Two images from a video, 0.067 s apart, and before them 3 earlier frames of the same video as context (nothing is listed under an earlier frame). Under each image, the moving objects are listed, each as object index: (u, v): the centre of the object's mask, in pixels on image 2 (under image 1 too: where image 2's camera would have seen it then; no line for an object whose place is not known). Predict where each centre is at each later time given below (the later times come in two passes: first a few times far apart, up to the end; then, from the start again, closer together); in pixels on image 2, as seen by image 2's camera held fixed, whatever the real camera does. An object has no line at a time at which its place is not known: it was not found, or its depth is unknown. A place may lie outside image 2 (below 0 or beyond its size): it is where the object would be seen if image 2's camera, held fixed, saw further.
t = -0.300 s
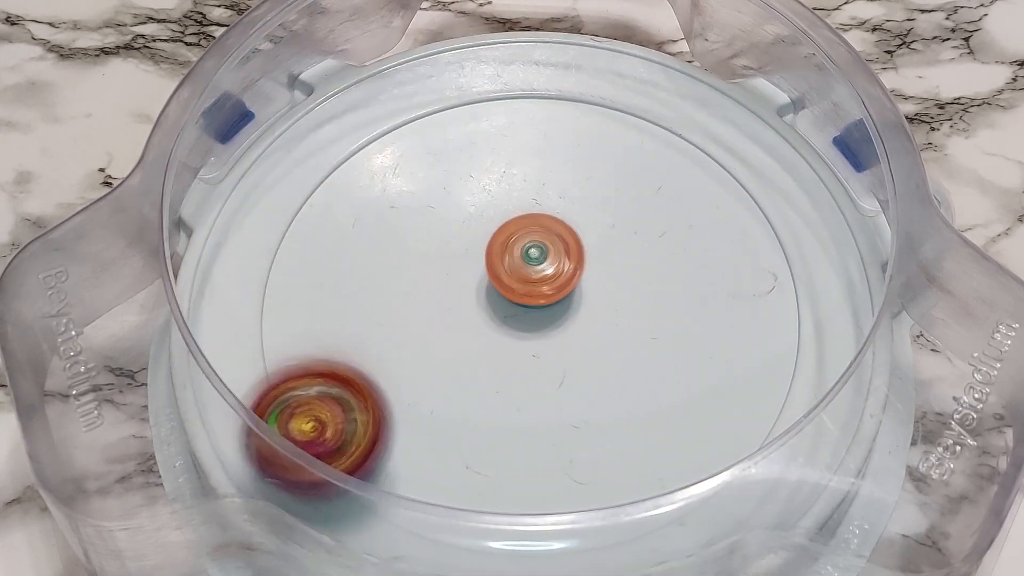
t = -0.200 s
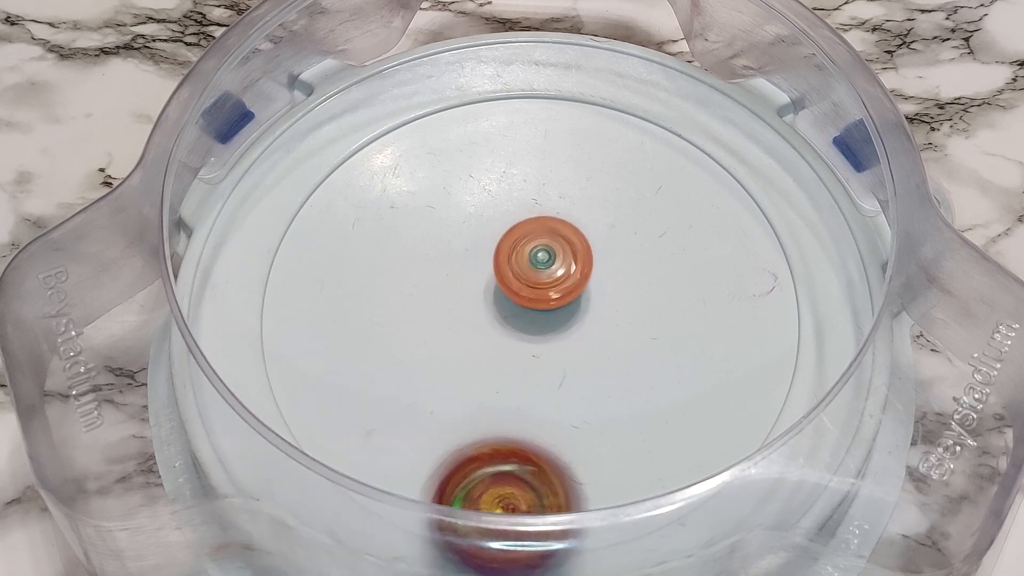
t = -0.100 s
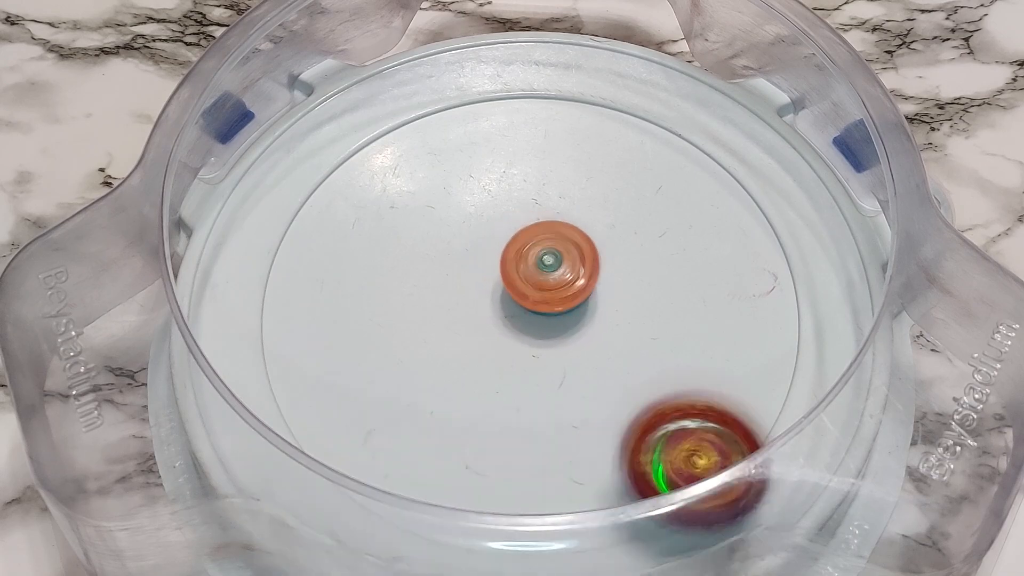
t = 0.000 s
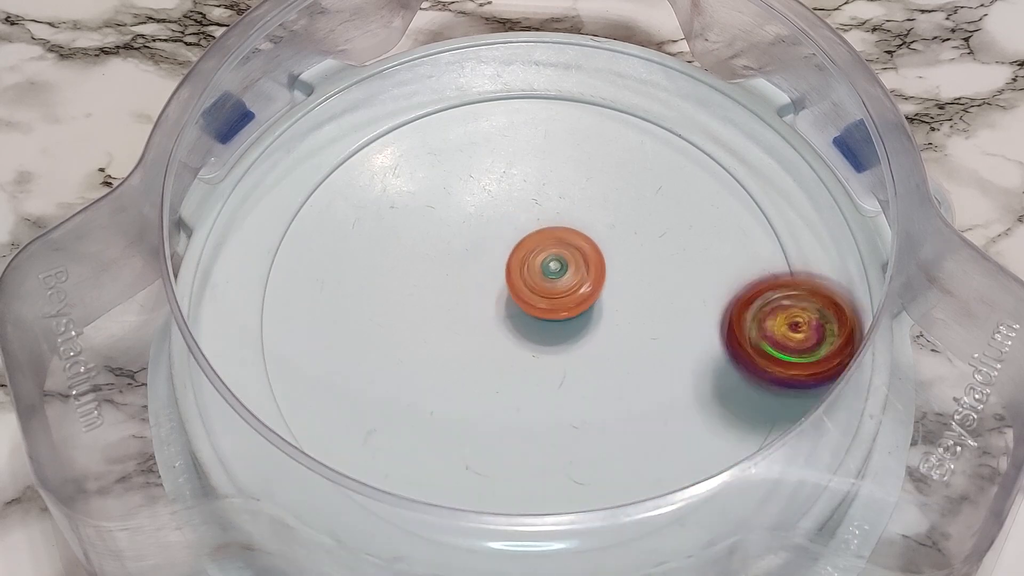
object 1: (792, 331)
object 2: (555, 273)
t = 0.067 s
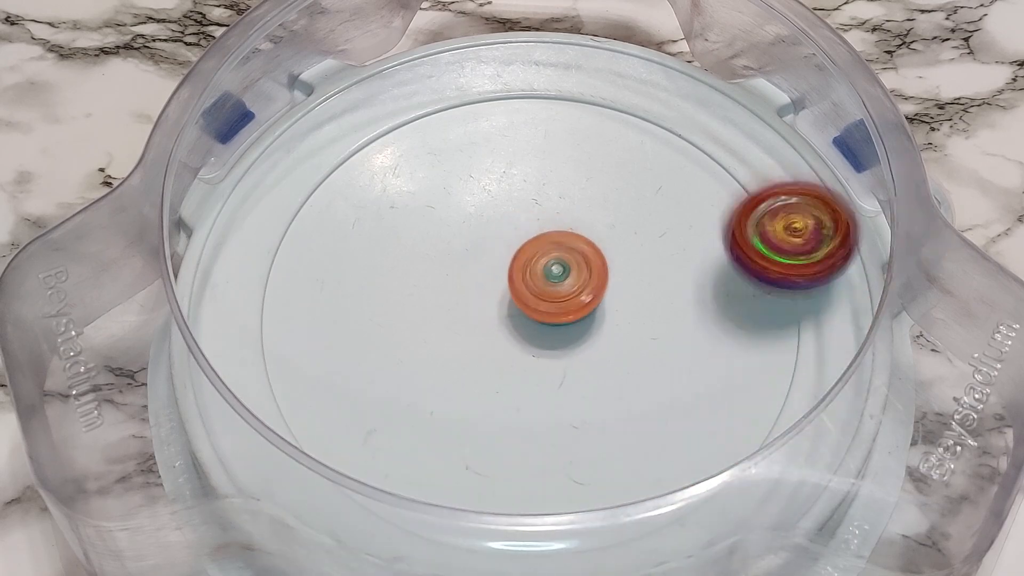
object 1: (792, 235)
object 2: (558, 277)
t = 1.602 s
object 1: (454, 502)
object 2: (503, 278)
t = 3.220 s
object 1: (273, 225)
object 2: (521, 311)
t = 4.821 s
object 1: (559, 63)
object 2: (541, 295)
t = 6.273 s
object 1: (590, 501)
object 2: (535, 274)
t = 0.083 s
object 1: (783, 211)
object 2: (559, 278)
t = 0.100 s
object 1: (774, 190)
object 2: (559, 280)
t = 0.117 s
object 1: (760, 169)
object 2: (559, 281)
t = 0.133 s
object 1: (745, 151)
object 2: (560, 282)
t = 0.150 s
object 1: (728, 132)
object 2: (560, 283)
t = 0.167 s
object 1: (708, 117)
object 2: (560, 284)
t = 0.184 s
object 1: (688, 102)
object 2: (560, 285)
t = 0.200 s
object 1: (665, 90)
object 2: (560, 286)
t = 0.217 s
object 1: (642, 79)
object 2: (560, 287)
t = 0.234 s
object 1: (616, 70)
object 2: (560, 288)
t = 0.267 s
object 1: (562, 60)
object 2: (560, 290)
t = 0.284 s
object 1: (536, 60)
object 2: (560, 292)
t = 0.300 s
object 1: (507, 60)
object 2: (559, 293)
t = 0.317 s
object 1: (479, 62)
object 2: (559, 294)
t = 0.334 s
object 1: (452, 68)
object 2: (559, 295)
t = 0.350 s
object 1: (424, 76)
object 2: (558, 296)
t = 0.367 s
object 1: (399, 87)
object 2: (557, 298)
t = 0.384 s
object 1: (375, 101)
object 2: (557, 298)
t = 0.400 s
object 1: (351, 116)
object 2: (557, 299)
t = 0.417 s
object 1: (330, 134)
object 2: (556, 301)
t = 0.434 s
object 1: (311, 154)
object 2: (554, 302)
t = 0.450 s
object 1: (294, 175)
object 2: (554, 303)
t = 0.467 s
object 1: (281, 200)
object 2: (553, 304)
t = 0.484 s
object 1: (272, 225)
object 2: (552, 305)
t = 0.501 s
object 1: (265, 251)
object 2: (551, 306)
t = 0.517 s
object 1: (262, 278)
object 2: (551, 306)
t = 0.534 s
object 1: (263, 307)
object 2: (549, 307)
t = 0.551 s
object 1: (270, 334)
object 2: (548, 308)
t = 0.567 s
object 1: (283, 359)
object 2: (547, 309)
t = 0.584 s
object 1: (300, 383)
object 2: (547, 309)
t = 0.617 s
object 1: (335, 433)
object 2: (544, 311)
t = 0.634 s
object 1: (358, 452)
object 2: (543, 311)
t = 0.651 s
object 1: (386, 469)
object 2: (542, 312)
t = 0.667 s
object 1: (418, 483)
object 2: (540, 312)
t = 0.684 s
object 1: (446, 495)
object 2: (539, 313)
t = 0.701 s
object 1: (479, 499)
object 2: (538, 313)
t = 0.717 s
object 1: (515, 507)
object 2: (537, 313)
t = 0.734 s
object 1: (552, 508)
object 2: (535, 314)
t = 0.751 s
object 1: (584, 499)
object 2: (534, 314)
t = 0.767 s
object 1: (617, 497)
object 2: (533, 314)
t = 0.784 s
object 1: (648, 485)
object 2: (532, 314)
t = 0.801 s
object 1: (678, 475)
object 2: (530, 315)
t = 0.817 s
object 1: (701, 455)
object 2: (529, 315)
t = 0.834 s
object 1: (727, 440)
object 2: (528, 315)
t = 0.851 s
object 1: (738, 409)
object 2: (526, 315)
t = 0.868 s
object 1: (758, 391)
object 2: (524, 315)
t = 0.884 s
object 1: (775, 370)
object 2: (523, 315)
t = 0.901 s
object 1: (788, 350)
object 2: (521, 315)
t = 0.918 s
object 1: (798, 325)
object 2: (519, 314)
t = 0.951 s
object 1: (802, 276)
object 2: (517, 314)
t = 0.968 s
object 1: (801, 252)
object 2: (515, 313)
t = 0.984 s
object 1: (794, 227)
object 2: (513, 313)
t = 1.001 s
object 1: (786, 204)
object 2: (513, 312)
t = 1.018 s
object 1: (771, 181)
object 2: (511, 312)
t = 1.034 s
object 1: (758, 162)
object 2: (510, 311)
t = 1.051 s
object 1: (740, 141)
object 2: (509, 311)
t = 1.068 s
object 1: (721, 124)
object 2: (508, 310)
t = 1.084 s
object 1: (699, 109)
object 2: (507, 309)
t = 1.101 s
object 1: (677, 95)
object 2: (506, 309)
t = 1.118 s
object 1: (652, 85)
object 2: (506, 308)
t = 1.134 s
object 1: (626, 75)
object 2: (505, 307)
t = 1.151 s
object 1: (598, 68)
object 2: (504, 306)
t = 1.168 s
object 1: (573, 64)
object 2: (504, 306)
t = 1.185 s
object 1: (545, 61)
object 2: (503, 305)
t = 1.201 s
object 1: (519, 62)
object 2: (502, 304)
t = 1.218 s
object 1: (489, 64)
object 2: (502, 303)
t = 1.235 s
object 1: (464, 70)
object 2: (502, 301)
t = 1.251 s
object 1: (436, 76)
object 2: (501, 300)
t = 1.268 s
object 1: (412, 87)
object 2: (501, 299)
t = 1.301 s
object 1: (364, 112)
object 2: (501, 297)
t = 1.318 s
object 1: (344, 128)
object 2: (501, 296)
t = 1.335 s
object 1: (323, 147)
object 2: (501, 294)
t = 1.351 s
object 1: (306, 166)
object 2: (502, 293)
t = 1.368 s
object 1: (291, 188)
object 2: (502, 292)
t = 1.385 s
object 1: (280, 211)
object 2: (502, 291)
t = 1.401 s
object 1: (271, 237)
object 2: (503, 290)
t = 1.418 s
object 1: (264, 262)
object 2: (502, 289)
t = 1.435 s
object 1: (263, 289)
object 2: (502, 288)
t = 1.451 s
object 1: (265, 317)
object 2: (502, 287)
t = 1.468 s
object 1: (274, 343)
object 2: (502, 286)
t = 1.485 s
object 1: (286, 366)
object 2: (502, 284)
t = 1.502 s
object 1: (303, 391)
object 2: (502, 284)
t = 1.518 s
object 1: (315, 420)
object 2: (502, 283)
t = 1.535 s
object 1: (338, 442)
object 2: (503, 282)
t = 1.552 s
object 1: (364, 460)
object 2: (502, 281)
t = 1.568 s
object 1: (390, 479)
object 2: (503, 280)
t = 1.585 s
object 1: (422, 492)
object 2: (504, 279)
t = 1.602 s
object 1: (454, 502)
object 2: (503, 278)
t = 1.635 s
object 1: (525, 511)
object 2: (506, 277)
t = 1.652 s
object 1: (562, 509)
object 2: (506, 276)
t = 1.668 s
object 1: (598, 504)
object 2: (506, 276)
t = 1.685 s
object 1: (630, 491)
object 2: (508, 275)
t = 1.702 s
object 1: (662, 485)
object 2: (509, 274)
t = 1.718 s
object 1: (690, 465)
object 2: (509, 273)
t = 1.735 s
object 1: (719, 450)
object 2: (510, 273)
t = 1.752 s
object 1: (738, 426)
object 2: (512, 272)
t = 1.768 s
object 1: (751, 398)
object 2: (512, 272)
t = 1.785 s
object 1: (768, 378)
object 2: (513, 272)
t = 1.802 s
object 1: (785, 353)
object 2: (514, 271)
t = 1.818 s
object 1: (793, 332)
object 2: (515, 270)
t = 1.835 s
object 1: (799, 306)
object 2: (516, 270)
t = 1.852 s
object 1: (801, 282)
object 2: (517, 270)
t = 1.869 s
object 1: (796, 256)
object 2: (519, 269)
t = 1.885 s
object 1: (793, 232)
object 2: (519, 269)
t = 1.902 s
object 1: (782, 209)
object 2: (521, 270)
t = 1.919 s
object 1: (771, 186)
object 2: (522, 269)
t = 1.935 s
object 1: (757, 169)
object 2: (523, 269)
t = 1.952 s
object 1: (741, 148)
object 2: (524, 269)
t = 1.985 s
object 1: (702, 116)
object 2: (526, 269)
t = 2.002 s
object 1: (682, 102)
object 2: (528, 269)
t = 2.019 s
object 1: (658, 92)
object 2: (529, 269)
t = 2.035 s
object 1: (633, 80)
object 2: (530, 269)
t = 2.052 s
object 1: (610, 74)
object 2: (531, 269)
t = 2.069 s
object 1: (584, 66)
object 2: (532, 270)
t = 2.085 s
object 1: (559, 65)
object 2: (534, 269)
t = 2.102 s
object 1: (531, 63)
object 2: (533, 270)
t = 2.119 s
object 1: (506, 64)
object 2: (535, 271)
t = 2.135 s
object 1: (478, 66)
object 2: (536, 271)
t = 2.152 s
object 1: (452, 71)
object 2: (536, 271)
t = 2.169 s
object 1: (426, 78)
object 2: (537, 272)
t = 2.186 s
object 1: (403, 91)
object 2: (539, 273)
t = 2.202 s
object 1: (379, 102)
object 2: (539, 273)
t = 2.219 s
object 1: (356, 116)
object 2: (540, 274)
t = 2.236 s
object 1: (335, 132)
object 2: (541, 275)
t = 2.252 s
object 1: (315, 151)
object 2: (541, 275)
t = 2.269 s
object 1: (298, 170)
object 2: (542, 276)
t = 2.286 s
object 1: (283, 192)
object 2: (543, 277)
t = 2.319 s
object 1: (266, 241)
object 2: (543, 279)
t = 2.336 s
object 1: (260, 267)
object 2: (544, 280)
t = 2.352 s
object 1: (260, 295)
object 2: (545, 280)
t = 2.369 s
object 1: (263, 322)
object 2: (545, 281)
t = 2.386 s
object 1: (274, 350)
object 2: (545, 282)
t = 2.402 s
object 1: (287, 373)
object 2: (546, 282)
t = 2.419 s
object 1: (300, 401)
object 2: (546, 284)
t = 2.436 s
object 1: (321, 424)
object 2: (546, 284)
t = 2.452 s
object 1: (344, 446)
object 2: (547, 285)
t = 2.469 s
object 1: (370, 465)
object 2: (547, 286)
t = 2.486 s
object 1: (402, 480)
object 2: (547, 287)
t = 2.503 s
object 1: (432, 494)
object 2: (548, 288)
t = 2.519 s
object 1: (467, 501)
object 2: (548, 289)
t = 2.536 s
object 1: (501, 508)
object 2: (547, 290)
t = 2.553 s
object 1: (536, 507)
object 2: (548, 291)
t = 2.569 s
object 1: (573, 506)
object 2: (548, 292)
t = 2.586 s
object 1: (605, 497)
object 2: (547, 294)
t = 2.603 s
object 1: (638, 487)
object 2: (548, 295)
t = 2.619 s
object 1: (668, 477)
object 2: (547, 296)
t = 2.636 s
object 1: (693, 458)
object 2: (547, 297)
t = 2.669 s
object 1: (729, 415)
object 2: (547, 299)
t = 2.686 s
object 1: (750, 395)
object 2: (546, 300)
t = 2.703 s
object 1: (768, 377)
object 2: (546, 301)
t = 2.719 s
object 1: (781, 354)
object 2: (545, 302)
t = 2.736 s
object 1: (793, 330)
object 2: (545, 303)
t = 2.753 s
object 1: (797, 309)
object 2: (544, 304)
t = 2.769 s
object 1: (798, 283)
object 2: (544, 305)
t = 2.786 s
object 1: (798, 258)
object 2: (543, 306)
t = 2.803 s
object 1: (791, 237)
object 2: (542, 307)
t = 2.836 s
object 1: (774, 190)
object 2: (540, 308)
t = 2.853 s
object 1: (760, 171)
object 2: (540, 309)
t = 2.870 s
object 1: (745, 150)
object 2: (539, 309)
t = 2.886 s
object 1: (728, 133)
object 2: (538, 310)
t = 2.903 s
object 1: (707, 117)
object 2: (537, 310)
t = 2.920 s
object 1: (687, 103)
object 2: (537, 311)
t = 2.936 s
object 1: (663, 92)
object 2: (535, 311)
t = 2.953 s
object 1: (638, 80)
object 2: (534, 312)
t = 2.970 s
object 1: (615, 72)
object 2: (534, 312)
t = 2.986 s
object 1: (587, 67)
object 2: (533, 312)
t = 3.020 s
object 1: (535, 62)
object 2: (531, 313)
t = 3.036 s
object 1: (506, 61)
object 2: (530, 313)
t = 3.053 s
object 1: (479, 65)
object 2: (529, 313)
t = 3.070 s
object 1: (452, 70)
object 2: (529, 313)
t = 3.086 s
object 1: (426, 78)
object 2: (527, 313)
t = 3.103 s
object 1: (401, 90)
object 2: (526, 313)
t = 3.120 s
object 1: (376, 101)
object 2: (526, 313)
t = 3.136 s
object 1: (353, 118)
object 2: (525, 313)
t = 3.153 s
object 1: (332, 134)
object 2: (524, 313)
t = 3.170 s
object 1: (313, 155)
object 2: (524, 312)
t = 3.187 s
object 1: (296, 176)
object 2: (523, 312)
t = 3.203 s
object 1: (283, 199)
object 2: (522, 312)
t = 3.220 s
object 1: (273, 225)
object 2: (521, 311)
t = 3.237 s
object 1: (267, 250)
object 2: (520, 311)
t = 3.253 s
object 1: (264, 278)
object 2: (519, 311)
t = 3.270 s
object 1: (264, 305)
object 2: (519, 310)
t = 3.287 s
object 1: (269, 332)
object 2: (518, 309)
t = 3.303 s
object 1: (281, 358)
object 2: (517, 309)
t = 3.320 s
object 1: (298, 382)
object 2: (517, 308)
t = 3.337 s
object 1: (310, 409)
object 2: (516, 308)
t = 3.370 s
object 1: (356, 451)
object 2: (515, 306)
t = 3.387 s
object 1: (384, 467)
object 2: (515, 305)
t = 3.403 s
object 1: (412, 484)
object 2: (514, 305)
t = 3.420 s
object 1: (444, 496)
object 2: (515, 304)
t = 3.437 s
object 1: (478, 502)
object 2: (514, 303)
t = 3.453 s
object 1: (512, 509)
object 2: (514, 302)
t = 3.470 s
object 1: (546, 508)
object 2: (514, 301)
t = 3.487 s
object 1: (583, 500)
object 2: (513, 300)
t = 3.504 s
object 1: (612, 497)
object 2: (514, 299)
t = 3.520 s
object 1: (643, 486)
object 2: (514, 299)
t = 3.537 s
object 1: (673, 473)
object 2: (513, 298)
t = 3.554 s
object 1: (699, 462)
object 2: (514, 297)
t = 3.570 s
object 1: (722, 440)
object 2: (514, 296)
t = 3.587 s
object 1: (744, 419)
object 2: (514, 294)
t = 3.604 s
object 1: (753, 396)
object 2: (515, 293)
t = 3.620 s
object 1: (769, 374)
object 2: (515, 292)
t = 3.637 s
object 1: (785, 351)
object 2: (515, 291)
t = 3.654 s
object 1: (795, 331)
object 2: (516, 290)
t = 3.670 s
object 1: (799, 306)
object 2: (516, 289)
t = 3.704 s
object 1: (799, 257)
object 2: (516, 287)
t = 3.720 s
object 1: (793, 232)
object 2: (515, 286)
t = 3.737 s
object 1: (783, 208)
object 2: (515, 285)
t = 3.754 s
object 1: (773, 187)
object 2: (516, 284)
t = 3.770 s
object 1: (758, 168)
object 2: (516, 283)
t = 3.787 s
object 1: (740, 147)
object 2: (516, 282)
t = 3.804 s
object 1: (724, 130)
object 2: (517, 282)
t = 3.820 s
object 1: (703, 114)
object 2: (516, 281)
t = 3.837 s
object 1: (680, 100)
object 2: (517, 280)
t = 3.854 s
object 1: (658, 88)
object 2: (518, 280)
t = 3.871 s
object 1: (632, 80)
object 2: (518, 279)
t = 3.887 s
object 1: (606, 71)
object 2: (518, 278)
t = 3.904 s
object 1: (580, 65)
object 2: (520, 277)
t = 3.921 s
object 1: (555, 64)
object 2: (519, 277)
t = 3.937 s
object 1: (525, 62)
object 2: (520, 277)
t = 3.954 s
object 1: (500, 64)
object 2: (521, 276)
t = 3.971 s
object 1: (473, 68)
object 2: (521, 275)
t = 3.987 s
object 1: (446, 72)
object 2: (522, 275)
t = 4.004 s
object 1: (422, 83)
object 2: (524, 274)
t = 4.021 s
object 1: (398, 94)
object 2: (524, 274)
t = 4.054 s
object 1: (352, 121)
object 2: (526, 273)
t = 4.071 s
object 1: (330, 137)
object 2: (526, 273)
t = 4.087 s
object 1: (312, 157)
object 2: (528, 273)
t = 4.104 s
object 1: (297, 177)
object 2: (528, 272)
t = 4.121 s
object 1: (284, 199)
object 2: (529, 273)
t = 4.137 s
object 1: (273, 224)
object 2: (531, 273)
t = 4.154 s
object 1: (267, 249)
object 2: (531, 273)
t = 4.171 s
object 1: (264, 276)
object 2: (532, 273)
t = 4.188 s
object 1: (263, 302)
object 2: (534, 273)
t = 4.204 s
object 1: (268, 329)
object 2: (534, 273)
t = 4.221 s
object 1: (280, 355)
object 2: (534, 274)
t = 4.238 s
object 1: (293, 377)
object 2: (536, 273)
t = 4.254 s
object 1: (306, 405)
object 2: (536, 274)
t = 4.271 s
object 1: (336, 419)
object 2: (537, 275)
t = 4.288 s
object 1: (349, 450)
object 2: (538, 274)
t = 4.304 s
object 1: (379, 466)
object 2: (538, 275)
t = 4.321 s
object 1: (407, 483)
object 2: (539, 276)
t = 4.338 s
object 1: (436, 494)
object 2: (540, 275)
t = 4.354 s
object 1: (472, 500)
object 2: (540, 276)
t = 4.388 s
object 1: (541, 509)
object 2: (541, 277)
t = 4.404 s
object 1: (612, 496)
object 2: (543, 278)
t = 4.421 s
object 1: (641, 491)
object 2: (542, 279)
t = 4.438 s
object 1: (669, 474)
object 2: (543, 280)
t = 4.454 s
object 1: (697, 456)
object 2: (543, 280)
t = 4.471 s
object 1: (723, 442)
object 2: (543, 281)
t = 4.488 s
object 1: (742, 422)
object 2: (543, 282)
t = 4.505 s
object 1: (753, 393)
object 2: (544, 282)
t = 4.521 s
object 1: (775, 375)
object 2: (543, 283)
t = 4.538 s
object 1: (785, 352)
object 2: (544, 283)
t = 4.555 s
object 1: (793, 330)
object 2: (544, 284)
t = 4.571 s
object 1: (798, 304)
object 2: (543, 285)
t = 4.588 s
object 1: (800, 279)
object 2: (544, 285)
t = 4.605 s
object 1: (796, 258)
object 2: (544, 286)
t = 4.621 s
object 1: (791, 232)
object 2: (544, 287)
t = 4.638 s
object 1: (782, 209)
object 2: (544, 288)
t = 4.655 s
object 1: (772, 188)
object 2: (544, 289)
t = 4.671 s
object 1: (758, 169)
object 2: (544, 290)
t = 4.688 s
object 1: (741, 150)
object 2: (544, 290)
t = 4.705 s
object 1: (724, 132)
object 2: (543, 291)
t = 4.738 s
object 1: (685, 104)
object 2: (543, 292)
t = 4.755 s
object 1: (661, 92)
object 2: (542, 293)
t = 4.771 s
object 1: (636, 81)
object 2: (543, 293)
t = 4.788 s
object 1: (613, 75)
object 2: (542, 294)
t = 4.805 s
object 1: (587, 69)
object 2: (541, 295)
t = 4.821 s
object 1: (559, 63)
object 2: (541, 295)
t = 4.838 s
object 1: (535, 63)
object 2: (540, 296)
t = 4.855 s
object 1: (509, 64)
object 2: (541, 296)
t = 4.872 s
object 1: (481, 65)
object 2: (540, 297)
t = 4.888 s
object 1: (457, 71)
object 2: (539, 297)
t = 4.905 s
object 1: (432, 79)
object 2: (539, 297)
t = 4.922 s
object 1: (407, 89)
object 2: (538, 298)
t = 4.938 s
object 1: (382, 99)
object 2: (537, 298)
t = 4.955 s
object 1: (360, 113)
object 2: (537, 299)
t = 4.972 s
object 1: (339, 129)
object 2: (536, 299)
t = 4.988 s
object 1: (320, 147)
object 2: (536, 299)
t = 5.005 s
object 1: (303, 166)
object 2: (535, 300)
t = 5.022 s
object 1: (289, 189)
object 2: (534, 300)
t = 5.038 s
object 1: (277, 211)
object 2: (533, 300)
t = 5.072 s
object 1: (264, 263)
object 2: (531, 301)
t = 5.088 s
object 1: (263, 289)
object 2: (531, 301)
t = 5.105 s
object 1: (265, 316)
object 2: (530, 301)
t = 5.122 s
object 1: (273, 343)
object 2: (529, 301)
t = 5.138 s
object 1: (287, 367)
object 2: (529, 301)
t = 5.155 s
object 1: (304, 389)
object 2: (528, 301)
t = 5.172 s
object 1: (324, 410)
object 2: (528, 300)
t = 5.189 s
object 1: (341, 438)
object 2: (527, 300)
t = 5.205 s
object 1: (365, 459)
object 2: (526, 300)
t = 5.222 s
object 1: (393, 476)
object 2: (526, 300)
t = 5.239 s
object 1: (420, 488)
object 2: (525, 300)
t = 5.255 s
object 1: (456, 496)
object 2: (524, 299)
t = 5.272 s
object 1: (488, 505)
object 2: (524, 299)
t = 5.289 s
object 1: (521, 508)
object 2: (523, 299)
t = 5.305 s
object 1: (555, 506)
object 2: (523, 298)
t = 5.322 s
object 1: (590, 496)
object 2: (522, 298)
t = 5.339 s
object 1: (621, 497)
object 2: (521, 298)
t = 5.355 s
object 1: (649, 486)
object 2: (522, 297)
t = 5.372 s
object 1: (676, 469)
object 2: (521, 297)
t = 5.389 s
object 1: (700, 453)
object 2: (521, 296)
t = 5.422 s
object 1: (745, 421)
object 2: (520, 295)
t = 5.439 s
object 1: (760, 399)
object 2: (520, 295)
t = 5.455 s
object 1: (769, 373)
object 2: (519, 294)
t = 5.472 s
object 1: (784, 352)
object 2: (520, 294)
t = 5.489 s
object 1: (794, 331)
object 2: (520, 293)
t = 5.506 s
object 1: (798, 309)
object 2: (519, 292)
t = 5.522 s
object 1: (799, 283)
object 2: (520, 292)
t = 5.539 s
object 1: (796, 258)
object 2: (519, 291)
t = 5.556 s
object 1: (793, 235)
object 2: (519, 290)
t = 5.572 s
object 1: (785, 214)
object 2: (520, 290)
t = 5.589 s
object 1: (774, 195)
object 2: (519, 289)
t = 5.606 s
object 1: (760, 172)
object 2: (520, 289)
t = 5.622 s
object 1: (745, 152)
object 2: (520, 288)
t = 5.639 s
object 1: (730, 135)
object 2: (519, 288)
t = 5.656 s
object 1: (710, 120)
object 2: (520, 287)
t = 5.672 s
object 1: (689, 107)
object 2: (519, 286)
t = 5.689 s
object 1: (667, 95)
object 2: (519, 286)
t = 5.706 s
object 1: (643, 83)
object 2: (519, 285)
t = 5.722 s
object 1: (621, 76)
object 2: (518, 284)
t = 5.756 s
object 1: (570, 65)
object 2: (518, 282)
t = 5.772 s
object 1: (545, 62)
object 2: (518, 282)
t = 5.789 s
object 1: (519, 62)
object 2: (519, 281)
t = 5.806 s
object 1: (494, 65)
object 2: (518, 280)
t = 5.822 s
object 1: (467, 69)
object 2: (519, 279)
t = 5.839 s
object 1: (441, 74)
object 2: (519, 278)
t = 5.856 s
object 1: (417, 84)
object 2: (520, 278)
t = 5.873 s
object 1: (394, 94)
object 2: (521, 277)
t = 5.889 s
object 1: (370, 106)
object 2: (520, 276)
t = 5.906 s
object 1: (349, 120)
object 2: (522, 276)
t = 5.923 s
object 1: (329, 139)
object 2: (523, 275)
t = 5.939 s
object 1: (313, 157)
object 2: (522, 275)
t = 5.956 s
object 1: (297, 177)
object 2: (524, 275)
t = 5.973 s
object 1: (284, 199)
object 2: (523, 274)
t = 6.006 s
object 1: (267, 247)
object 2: (526, 273)
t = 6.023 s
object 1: (264, 273)
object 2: (525, 273)
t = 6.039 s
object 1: (264, 299)
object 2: (527, 273)
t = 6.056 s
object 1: (267, 325)
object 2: (527, 272)
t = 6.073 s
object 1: (277, 350)
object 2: (527, 273)
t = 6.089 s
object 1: (292, 373)
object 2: (529, 272)
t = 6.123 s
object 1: (321, 424)
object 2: (530, 272)
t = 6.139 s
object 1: (343, 443)
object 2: (530, 272)
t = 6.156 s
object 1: (371, 460)
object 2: (531, 273)
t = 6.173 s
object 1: (398, 476)
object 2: (532, 273)
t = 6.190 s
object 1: (425, 491)
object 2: (532, 273)
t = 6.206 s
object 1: (457, 500)
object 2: (533, 273)
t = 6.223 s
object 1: (492, 503)
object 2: (533, 273)
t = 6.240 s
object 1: (524, 508)
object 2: (534, 274)
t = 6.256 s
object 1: (558, 508)
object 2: (535, 274)
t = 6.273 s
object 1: (590, 501)
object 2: (535, 274)
